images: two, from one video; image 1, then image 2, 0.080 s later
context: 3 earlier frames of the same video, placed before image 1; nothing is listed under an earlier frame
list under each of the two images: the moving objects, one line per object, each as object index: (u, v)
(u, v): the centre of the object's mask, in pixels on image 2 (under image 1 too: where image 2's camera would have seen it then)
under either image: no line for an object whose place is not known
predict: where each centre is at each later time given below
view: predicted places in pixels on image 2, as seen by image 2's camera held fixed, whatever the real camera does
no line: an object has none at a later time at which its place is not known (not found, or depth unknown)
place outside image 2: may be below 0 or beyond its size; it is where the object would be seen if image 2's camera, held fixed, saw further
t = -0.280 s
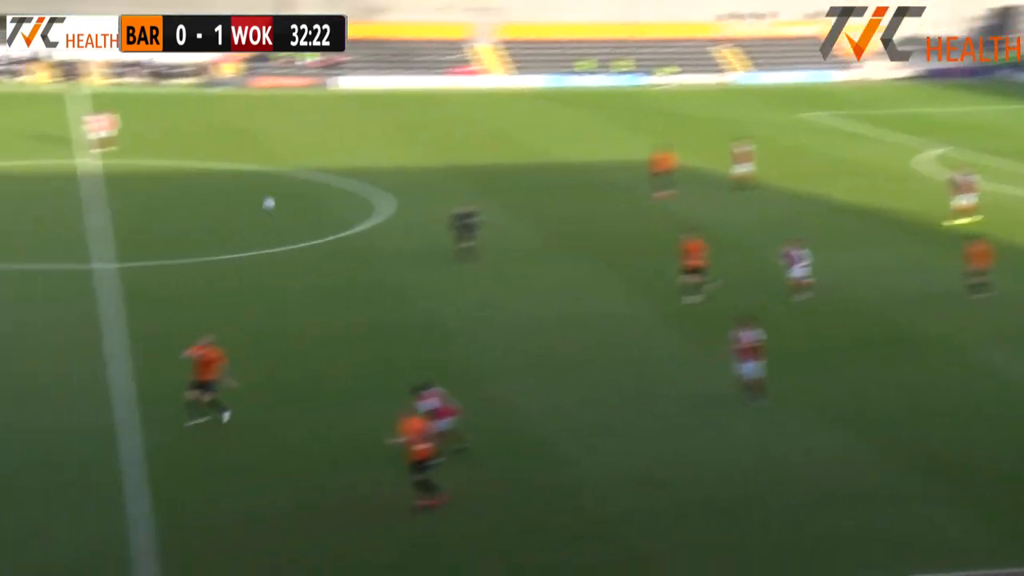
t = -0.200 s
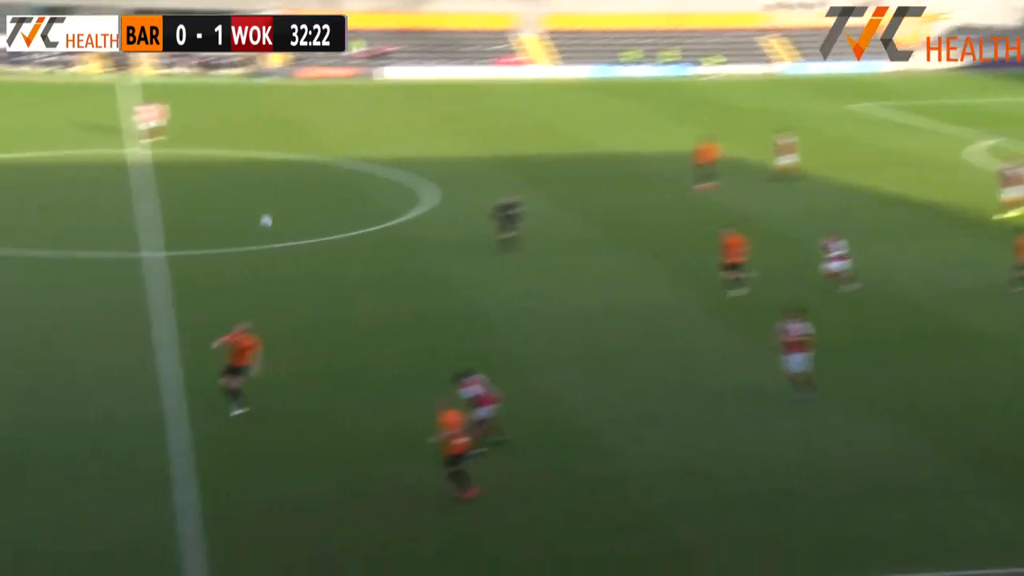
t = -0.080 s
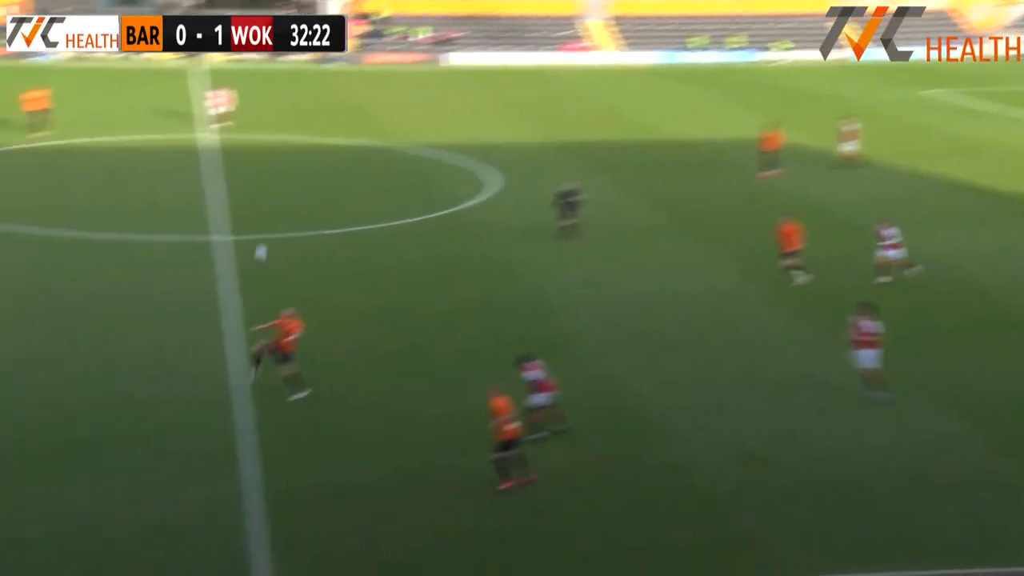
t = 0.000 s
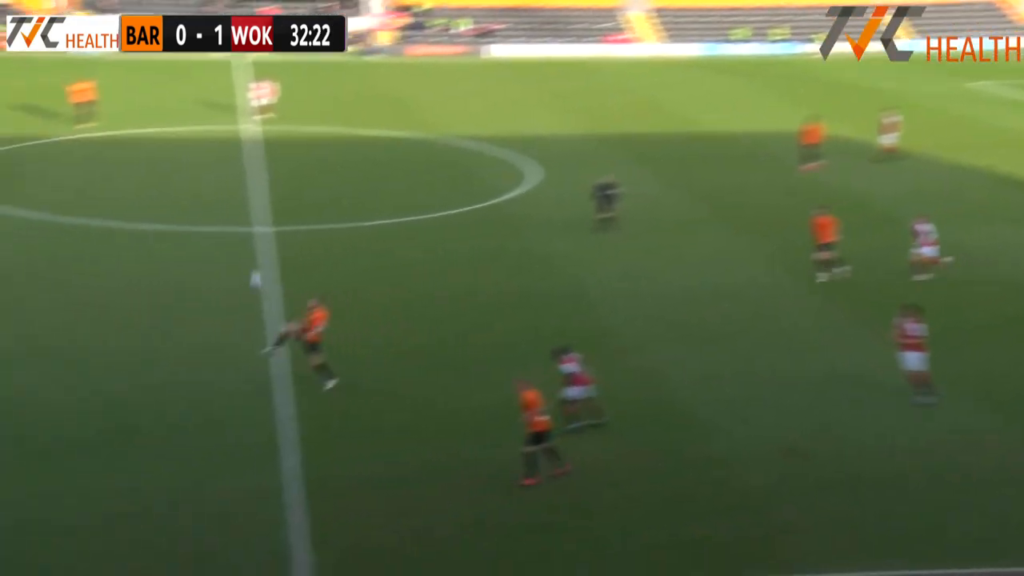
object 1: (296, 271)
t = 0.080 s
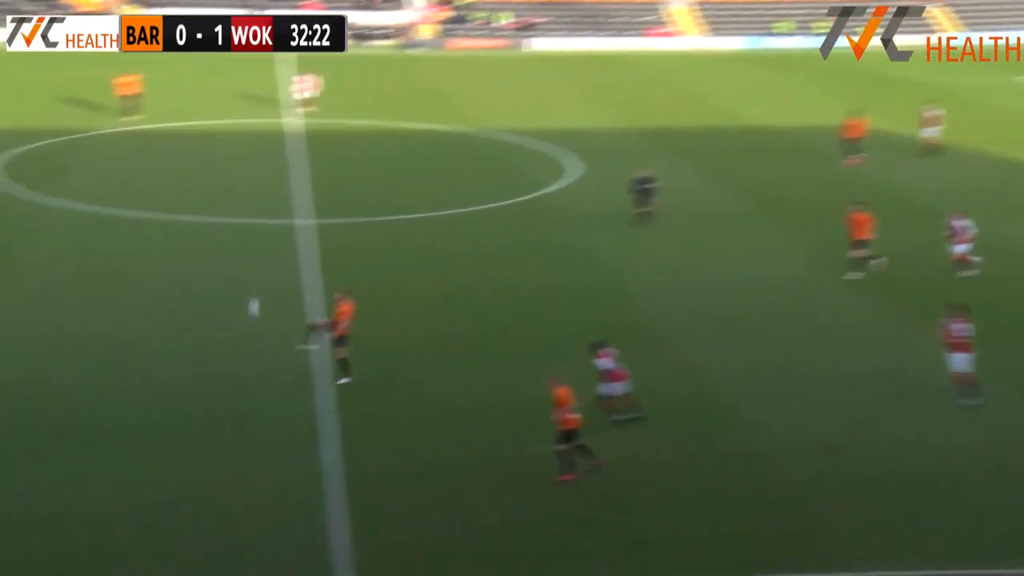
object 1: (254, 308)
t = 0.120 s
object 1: (232, 327)
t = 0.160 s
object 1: (211, 348)
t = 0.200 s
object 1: (194, 365)
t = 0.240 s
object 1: (178, 357)
